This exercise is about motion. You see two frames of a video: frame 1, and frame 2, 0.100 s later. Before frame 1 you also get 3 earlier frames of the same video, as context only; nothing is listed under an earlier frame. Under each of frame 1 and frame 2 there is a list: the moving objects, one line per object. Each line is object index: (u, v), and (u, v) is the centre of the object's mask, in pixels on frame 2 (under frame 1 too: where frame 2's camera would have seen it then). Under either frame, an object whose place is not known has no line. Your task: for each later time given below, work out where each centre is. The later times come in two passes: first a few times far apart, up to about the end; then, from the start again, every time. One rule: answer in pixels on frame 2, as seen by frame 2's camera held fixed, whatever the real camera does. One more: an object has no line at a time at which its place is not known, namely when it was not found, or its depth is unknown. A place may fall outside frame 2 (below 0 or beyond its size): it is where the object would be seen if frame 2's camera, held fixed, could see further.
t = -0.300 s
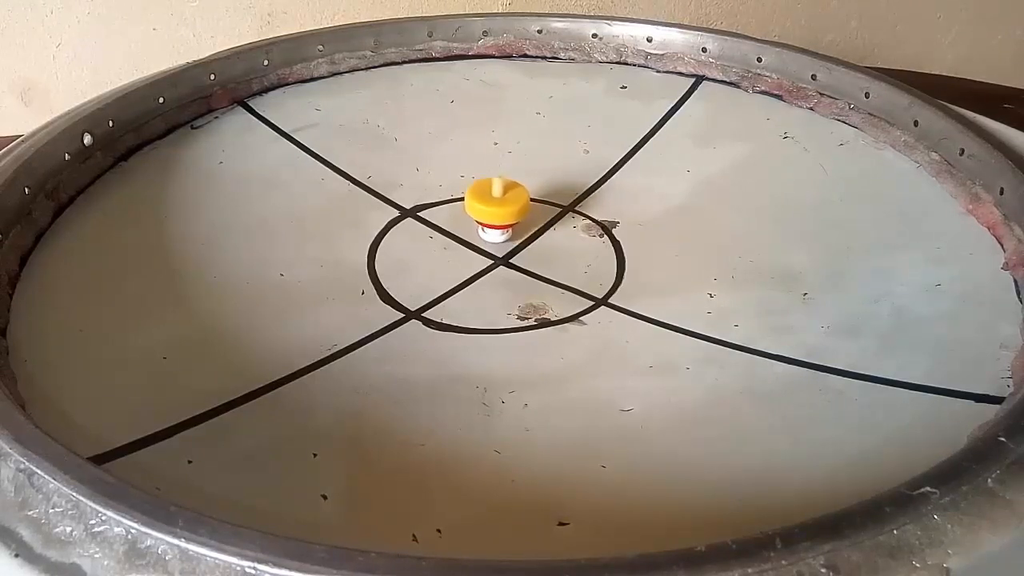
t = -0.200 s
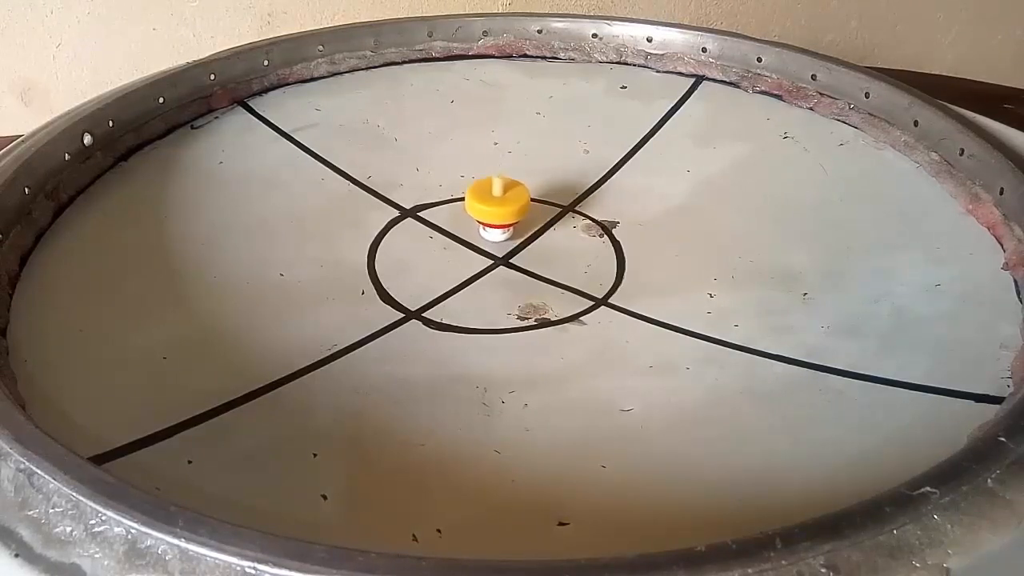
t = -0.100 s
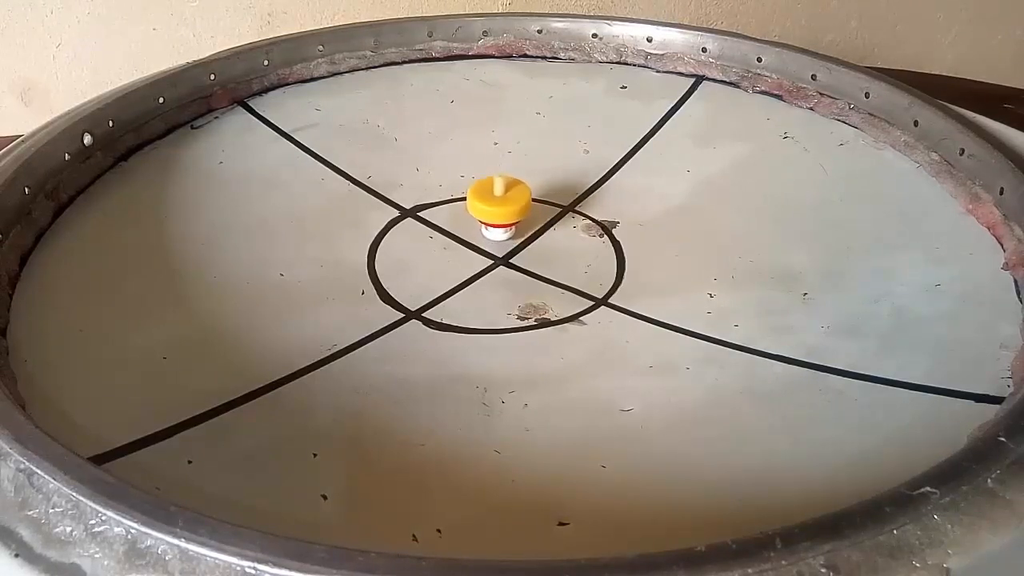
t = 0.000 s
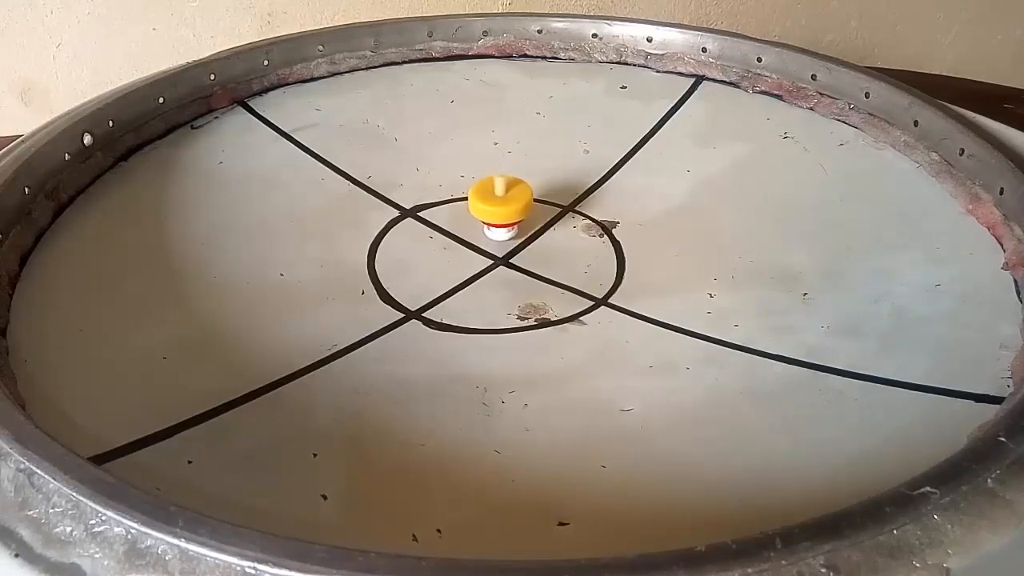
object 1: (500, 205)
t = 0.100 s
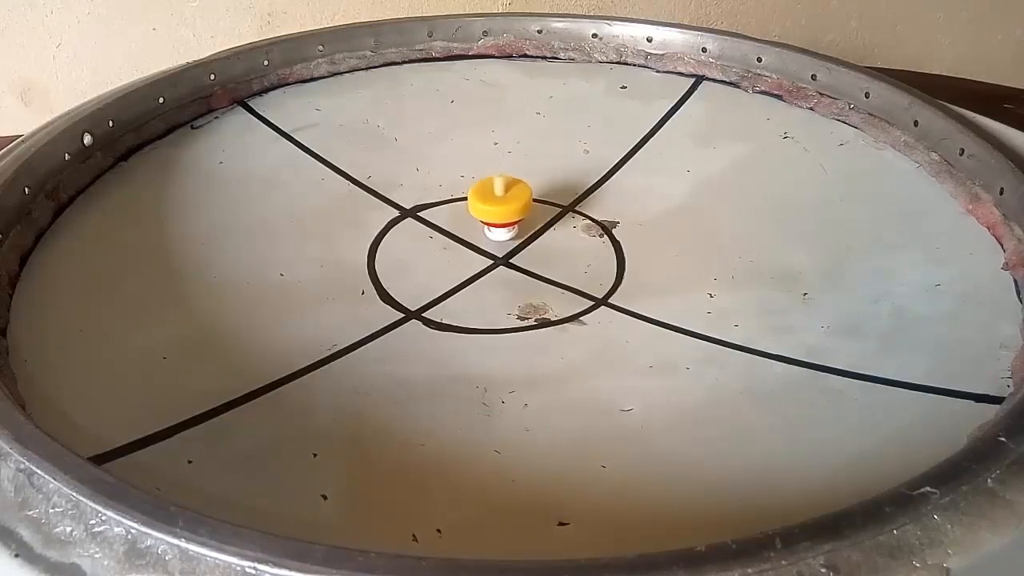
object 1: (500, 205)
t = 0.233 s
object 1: (498, 206)
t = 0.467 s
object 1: (494, 208)
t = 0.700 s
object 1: (496, 207)
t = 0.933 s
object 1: (502, 207)
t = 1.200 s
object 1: (502, 210)
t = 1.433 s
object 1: (499, 209)
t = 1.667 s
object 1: (503, 208)
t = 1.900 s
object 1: (504, 209)
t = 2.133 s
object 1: (498, 212)
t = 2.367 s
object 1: (496, 209)
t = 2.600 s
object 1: (502, 206)
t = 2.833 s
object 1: (504, 210)
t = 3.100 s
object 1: (494, 212)
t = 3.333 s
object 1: (495, 207)
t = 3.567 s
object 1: (509, 204)
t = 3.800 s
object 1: (512, 209)
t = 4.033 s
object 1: (495, 214)
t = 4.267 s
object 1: (486, 209)
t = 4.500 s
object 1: (504, 202)
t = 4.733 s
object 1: (520, 208)
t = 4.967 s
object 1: (508, 218)
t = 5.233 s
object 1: (491, 209)
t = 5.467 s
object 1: (507, 200)
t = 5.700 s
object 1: (517, 211)
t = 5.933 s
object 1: (500, 214)
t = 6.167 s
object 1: (506, 214)
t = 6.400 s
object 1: (498, 225)
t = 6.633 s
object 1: (488, 208)
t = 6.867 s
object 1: (518, 209)
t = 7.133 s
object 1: (496, 222)
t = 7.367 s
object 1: (501, 218)
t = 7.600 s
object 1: (505, 217)
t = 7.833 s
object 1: (508, 218)
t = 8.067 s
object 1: (503, 217)
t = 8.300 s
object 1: (508, 217)
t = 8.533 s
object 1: (508, 217)
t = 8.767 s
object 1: (507, 221)
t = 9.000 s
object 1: (469, 216)
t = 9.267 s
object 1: (440, 218)
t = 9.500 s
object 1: (442, 218)
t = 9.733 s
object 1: (465, 215)
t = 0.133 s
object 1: (500, 205)
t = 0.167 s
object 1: (499, 206)
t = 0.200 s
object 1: (499, 206)
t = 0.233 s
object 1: (498, 206)
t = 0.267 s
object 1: (498, 207)
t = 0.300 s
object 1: (497, 207)
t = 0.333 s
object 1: (496, 208)
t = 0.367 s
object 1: (495, 208)
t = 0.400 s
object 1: (495, 208)
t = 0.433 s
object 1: (494, 208)
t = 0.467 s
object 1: (494, 208)
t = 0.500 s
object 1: (494, 208)
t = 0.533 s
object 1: (494, 208)
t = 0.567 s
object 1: (494, 208)
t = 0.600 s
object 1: (494, 208)
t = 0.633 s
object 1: (495, 208)
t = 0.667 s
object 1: (496, 208)
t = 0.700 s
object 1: (496, 207)
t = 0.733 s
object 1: (498, 207)
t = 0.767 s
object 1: (498, 207)
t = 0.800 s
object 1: (499, 207)
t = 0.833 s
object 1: (500, 207)
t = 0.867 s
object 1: (501, 207)
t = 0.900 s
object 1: (502, 207)
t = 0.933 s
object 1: (502, 207)
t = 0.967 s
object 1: (503, 207)
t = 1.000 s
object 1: (503, 208)
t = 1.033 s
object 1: (503, 208)
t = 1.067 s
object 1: (503, 208)
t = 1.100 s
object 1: (503, 209)
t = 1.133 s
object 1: (503, 209)
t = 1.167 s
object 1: (503, 209)
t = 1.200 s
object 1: (502, 210)
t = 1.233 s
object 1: (501, 210)
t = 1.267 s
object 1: (501, 210)
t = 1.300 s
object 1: (500, 210)
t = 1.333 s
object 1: (500, 210)
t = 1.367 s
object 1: (500, 210)
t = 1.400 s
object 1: (499, 210)
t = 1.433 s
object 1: (499, 209)
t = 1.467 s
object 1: (499, 209)
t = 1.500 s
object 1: (500, 209)
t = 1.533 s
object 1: (500, 209)
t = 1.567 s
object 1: (500, 209)
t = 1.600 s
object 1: (501, 209)
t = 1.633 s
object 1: (502, 208)
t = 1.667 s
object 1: (503, 208)
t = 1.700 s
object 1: (503, 208)
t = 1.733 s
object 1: (503, 208)
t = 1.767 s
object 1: (504, 208)
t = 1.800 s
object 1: (504, 209)
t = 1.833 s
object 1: (504, 209)
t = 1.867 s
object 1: (504, 209)
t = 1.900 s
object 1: (504, 209)
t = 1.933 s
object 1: (503, 210)
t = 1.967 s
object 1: (503, 210)
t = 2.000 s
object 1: (502, 211)
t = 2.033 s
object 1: (501, 211)
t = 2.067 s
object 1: (500, 211)
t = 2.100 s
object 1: (499, 212)
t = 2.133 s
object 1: (498, 212)
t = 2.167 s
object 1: (497, 212)
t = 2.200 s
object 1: (496, 211)
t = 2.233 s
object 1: (496, 211)
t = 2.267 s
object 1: (496, 211)
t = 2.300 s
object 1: (495, 210)
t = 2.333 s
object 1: (495, 209)
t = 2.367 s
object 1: (496, 209)
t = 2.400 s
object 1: (496, 208)
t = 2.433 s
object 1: (497, 208)
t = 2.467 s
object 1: (498, 207)
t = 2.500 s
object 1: (499, 206)
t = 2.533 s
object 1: (500, 206)
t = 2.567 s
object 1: (501, 206)
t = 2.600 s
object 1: (502, 206)
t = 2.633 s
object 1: (503, 206)
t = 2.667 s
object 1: (504, 206)
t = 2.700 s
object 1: (504, 206)
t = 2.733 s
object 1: (504, 207)
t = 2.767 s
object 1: (504, 208)
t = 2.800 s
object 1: (504, 209)
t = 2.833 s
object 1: (504, 210)
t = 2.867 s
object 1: (503, 210)
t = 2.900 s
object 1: (502, 211)
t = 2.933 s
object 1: (501, 212)
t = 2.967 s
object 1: (499, 212)
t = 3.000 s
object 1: (498, 212)
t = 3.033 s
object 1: (496, 213)
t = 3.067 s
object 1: (495, 213)
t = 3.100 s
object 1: (494, 212)
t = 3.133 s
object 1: (493, 212)
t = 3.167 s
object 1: (492, 211)
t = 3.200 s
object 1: (492, 211)
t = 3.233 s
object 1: (492, 210)
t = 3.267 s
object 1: (493, 209)
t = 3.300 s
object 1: (494, 208)
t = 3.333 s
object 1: (495, 207)
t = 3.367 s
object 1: (496, 206)
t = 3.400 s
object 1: (498, 206)
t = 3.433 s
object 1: (500, 205)
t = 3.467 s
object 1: (502, 204)
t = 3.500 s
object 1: (505, 204)
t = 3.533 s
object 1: (507, 204)
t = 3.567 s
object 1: (509, 204)
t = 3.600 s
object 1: (510, 204)
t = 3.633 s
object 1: (512, 205)
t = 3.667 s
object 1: (513, 205)
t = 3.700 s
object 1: (513, 206)
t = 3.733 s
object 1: (514, 207)
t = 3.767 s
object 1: (514, 208)
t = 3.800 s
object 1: (512, 209)
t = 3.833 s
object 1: (511, 210)
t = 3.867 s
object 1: (509, 212)
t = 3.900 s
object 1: (507, 212)
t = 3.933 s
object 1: (504, 213)
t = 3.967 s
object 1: (501, 214)
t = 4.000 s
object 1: (498, 214)
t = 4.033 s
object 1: (495, 214)
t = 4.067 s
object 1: (492, 215)
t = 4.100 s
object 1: (490, 214)
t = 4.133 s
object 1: (487, 213)
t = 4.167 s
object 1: (486, 213)
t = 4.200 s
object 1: (486, 211)
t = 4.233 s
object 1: (485, 210)
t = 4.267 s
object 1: (486, 209)
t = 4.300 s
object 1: (487, 208)
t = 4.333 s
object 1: (489, 206)
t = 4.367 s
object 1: (491, 205)
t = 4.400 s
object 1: (494, 204)
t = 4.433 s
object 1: (497, 203)
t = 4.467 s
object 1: (500, 202)
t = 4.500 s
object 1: (504, 202)
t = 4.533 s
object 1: (507, 202)
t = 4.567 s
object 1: (511, 202)
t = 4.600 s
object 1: (514, 202)
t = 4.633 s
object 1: (516, 203)
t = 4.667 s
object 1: (519, 204)
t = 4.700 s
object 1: (520, 206)
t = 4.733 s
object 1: (520, 208)
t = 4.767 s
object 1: (521, 209)
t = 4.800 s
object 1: (520, 211)
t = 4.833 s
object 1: (518, 213)
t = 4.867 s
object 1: (517, 214)
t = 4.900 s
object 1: (514, 216)
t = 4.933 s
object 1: (511, 217)
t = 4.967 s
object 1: (508, 218)
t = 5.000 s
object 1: (504, 218)
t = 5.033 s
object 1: (500, 218)
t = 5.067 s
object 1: (497, 217)
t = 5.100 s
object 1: (495, 216)
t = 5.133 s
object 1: (493, 214)
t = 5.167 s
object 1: (491, 213)
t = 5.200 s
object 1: (490, 211)
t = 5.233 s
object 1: (491, 209)
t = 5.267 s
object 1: (491, 207)
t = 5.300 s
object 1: (493, 205)
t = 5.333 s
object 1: (495, 203)
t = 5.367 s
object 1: (498, 202)
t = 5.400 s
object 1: (501, 200)
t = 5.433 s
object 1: (504, 200)
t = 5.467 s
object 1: (507, 200)
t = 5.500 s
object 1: (511, 201)
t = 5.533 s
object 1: (514, 202)
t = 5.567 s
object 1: (517, 203)
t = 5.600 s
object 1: (518, 205)
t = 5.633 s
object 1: (519, 207)
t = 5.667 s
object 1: (518, 209)
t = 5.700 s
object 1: (517, 211)
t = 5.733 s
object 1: (515, 213)
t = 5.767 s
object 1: (512, 215)
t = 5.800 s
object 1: (509, 216)
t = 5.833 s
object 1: (506, 217)
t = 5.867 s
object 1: (504, 216)
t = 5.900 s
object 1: (501, 215)
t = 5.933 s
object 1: (500, 214)
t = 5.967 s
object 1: (500, 214)
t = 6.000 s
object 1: (501, 213)
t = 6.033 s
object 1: (503, 212)
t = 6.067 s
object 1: (505, 212)
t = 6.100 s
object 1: (507, 213)
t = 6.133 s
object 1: (506, 213)
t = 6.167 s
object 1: (506, 214)
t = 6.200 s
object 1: (507, 216)
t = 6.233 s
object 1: (507, 218)
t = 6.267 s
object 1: (507, 220)
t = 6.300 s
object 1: (506, 221)
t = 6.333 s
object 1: (504, 223)
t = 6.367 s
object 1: (501, 224)
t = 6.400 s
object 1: (498, 225)
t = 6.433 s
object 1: (494, 225)
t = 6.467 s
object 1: (490, 223)
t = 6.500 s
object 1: (487, 222)
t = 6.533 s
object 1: (484, 217)
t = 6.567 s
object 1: (483, 215)
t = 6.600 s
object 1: (485, 213)
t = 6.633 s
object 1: (488, 208)
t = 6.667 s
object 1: (491, 206)
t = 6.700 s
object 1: (496, 202)
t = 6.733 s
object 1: (499, 199)
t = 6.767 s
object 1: (503, 201)
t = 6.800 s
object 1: (506, 203)
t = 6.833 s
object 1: (514, 207)
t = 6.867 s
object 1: (518, 209)
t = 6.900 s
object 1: (519, 211)
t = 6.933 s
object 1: (519, 213)
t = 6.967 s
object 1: (515, 215)
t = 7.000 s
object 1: (507, 213)
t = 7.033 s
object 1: (503, 213)
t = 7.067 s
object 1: (499, 213)
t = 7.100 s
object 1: (497, 217)
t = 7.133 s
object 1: (496, 222)
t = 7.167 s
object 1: (494, 221)
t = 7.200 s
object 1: (496, 218)
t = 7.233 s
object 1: (496, 215)
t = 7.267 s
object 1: (497, 217)
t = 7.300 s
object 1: (499, 221)
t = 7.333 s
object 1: (498, 223)
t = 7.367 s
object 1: (501, 218)
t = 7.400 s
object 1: (502, 216)
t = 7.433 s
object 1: (501, 218)
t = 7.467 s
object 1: (503, 222)
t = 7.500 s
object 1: (502, 223)
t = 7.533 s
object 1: (502, 224)
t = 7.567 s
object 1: (504, 220)
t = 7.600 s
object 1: (505, 217)
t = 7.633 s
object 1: (503, 217)
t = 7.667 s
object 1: (506, 220)
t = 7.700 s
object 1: (506, 223)
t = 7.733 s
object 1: (505, 223)
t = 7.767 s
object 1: (509, 218)
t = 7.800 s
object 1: (511, 217)
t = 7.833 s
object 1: (508, 218)
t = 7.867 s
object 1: (510, 221)
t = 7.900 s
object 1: (509, 223)
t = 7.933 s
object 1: (507, 224)
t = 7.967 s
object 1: (503, 225)
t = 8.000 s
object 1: (506, 220)
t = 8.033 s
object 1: (506, 218)
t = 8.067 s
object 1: (503, 217)
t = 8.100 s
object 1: (505, 219)
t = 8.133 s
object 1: (505, 221)
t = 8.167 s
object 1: (503, 220)
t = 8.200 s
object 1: (502, 221)
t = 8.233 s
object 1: (505, 219)
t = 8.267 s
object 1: (510, 217)
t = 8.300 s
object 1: (508, 217)
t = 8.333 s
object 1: (510, 217)
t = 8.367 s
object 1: (513, 219)
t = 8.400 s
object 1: (511, 220)
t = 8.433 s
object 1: (509, 219)
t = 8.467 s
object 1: (507, 220)
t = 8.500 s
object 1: (505, 219)
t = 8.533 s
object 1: (508, 217)
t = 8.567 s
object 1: (510, 217)
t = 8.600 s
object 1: (508, 217)
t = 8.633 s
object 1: (510, 216)
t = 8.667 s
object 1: (513, 219)
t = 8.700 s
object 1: (513, 221)
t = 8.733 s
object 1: (510, 221)
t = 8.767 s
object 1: (507, 221)
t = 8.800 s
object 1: (503, 221)
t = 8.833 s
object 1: (499, 221)
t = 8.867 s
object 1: (495, 221)
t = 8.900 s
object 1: (488, 219)
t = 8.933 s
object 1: (482, 217)
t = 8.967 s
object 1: (476, 216)
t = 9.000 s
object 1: (469, 216)
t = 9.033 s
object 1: (464, 216)
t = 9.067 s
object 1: (458, 216)
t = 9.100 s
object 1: (454, 216)
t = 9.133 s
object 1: (450, 216)
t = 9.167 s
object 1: (447, 217)
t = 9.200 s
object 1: (444, 217)
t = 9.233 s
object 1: (442, 218)
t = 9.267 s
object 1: (440, 218)
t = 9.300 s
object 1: (439, 219)
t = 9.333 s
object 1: (438, 219)
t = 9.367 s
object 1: (438, 219)
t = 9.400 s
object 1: (438, 219)
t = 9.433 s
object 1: (439, 219)
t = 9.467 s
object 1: (440, 218)
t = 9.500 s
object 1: (442, 218)
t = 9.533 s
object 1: (443, 217)
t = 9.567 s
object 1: (445, 217)
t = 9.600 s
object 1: (448, 217)
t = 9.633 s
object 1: (451, 216)
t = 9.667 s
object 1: (455, 216)
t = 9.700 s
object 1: (460, 216)
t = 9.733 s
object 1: (465, 215)
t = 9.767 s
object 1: (471, 216)
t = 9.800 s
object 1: (476, 216)
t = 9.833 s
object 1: (482, 217)
